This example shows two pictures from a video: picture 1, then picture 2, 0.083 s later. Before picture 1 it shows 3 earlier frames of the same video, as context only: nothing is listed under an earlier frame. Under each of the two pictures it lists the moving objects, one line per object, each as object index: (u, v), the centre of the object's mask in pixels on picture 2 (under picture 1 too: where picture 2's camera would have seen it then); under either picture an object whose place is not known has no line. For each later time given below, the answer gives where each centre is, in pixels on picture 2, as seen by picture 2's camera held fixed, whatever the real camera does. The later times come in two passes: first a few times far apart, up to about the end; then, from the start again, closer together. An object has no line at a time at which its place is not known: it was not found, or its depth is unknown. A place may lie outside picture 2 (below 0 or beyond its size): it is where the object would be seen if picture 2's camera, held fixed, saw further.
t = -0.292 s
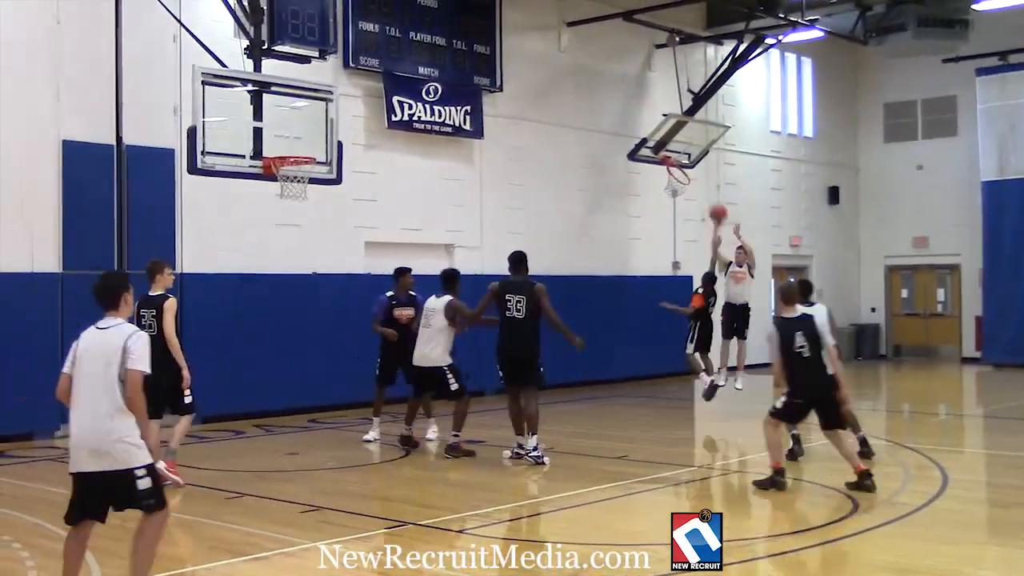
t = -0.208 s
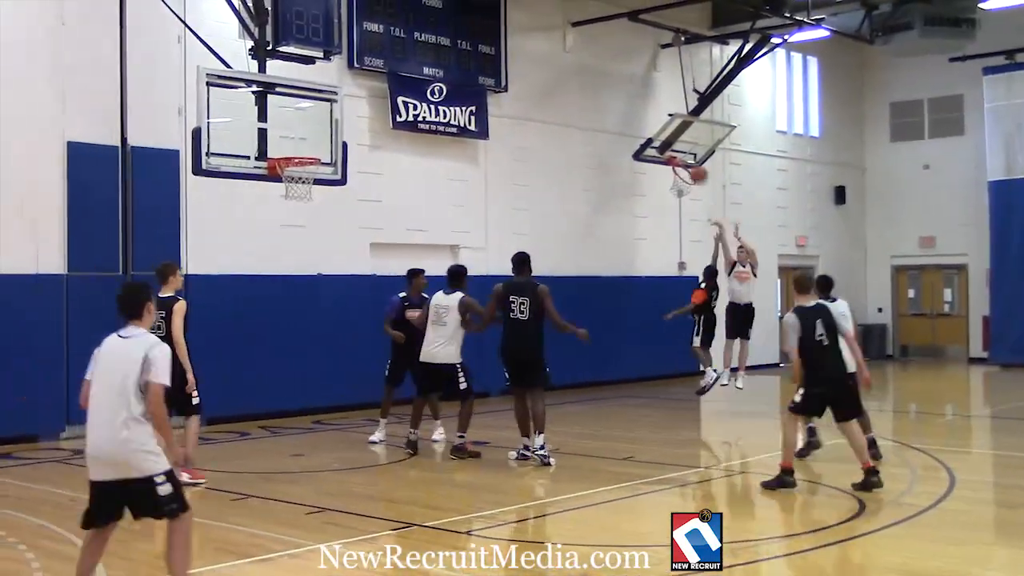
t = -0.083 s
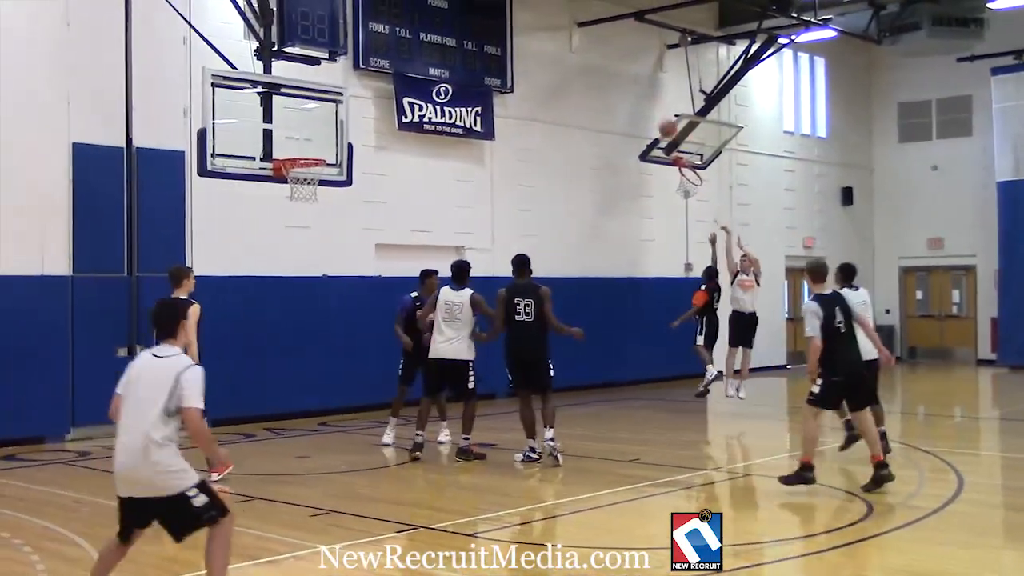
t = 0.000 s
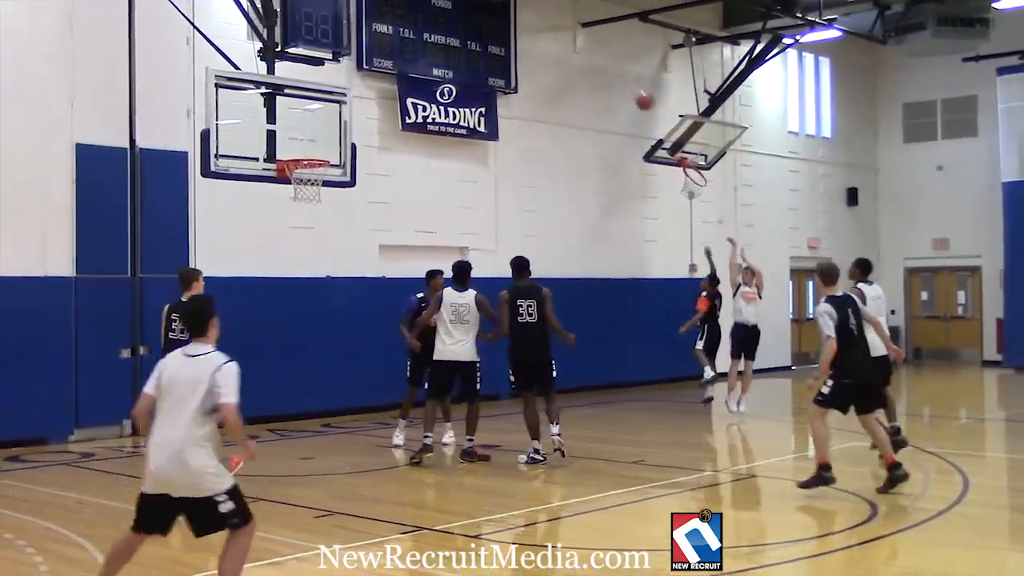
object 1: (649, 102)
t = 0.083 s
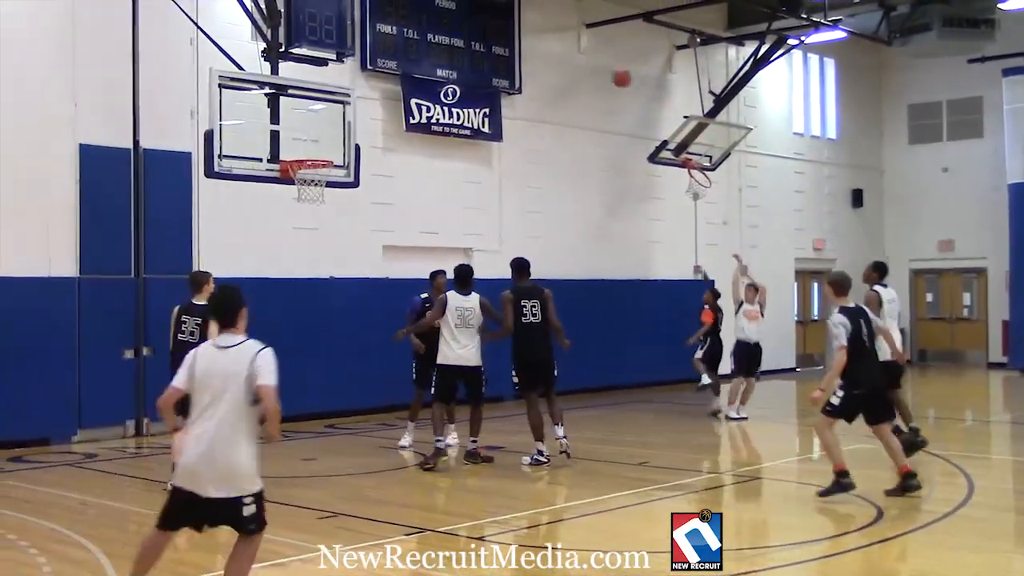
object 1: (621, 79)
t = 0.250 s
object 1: (564, 45)
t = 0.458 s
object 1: (484, 33)
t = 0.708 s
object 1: (387, 71)
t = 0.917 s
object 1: (303, 145)
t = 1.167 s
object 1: (367, 101)
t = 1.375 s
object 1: (444, 94)
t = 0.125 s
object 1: (604, 66)
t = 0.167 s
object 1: (593, 59)
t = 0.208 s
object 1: (575, 50)
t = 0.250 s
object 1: (564, 45)
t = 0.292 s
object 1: (546, 39)
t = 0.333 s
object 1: (534, 35)
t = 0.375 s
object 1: (515, 33)
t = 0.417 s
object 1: (503, 32)
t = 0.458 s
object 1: (484, 33)
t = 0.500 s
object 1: (472, 34)
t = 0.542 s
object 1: (453, 39)
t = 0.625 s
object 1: (420, 51)
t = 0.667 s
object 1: (407, 58)
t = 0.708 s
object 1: (387, 71)
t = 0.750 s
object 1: (373, 80)
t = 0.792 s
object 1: (353, 97)
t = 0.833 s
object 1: (338, 110)
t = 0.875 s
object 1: (317, 130)
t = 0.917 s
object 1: (303, 145)
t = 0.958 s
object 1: (302, 147)
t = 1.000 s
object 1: (312, 137)
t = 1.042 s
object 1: (328, 124)
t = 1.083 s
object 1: (339, 116)
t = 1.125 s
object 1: (356, 107)
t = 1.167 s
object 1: (367, 101)
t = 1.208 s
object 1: (384, 96)
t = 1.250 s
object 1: (396, 92)
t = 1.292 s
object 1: (413, 91)
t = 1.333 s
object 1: (426, 91)
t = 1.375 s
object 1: (444, 94)
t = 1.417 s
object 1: (456, 97)
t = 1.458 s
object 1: (475, 103)
